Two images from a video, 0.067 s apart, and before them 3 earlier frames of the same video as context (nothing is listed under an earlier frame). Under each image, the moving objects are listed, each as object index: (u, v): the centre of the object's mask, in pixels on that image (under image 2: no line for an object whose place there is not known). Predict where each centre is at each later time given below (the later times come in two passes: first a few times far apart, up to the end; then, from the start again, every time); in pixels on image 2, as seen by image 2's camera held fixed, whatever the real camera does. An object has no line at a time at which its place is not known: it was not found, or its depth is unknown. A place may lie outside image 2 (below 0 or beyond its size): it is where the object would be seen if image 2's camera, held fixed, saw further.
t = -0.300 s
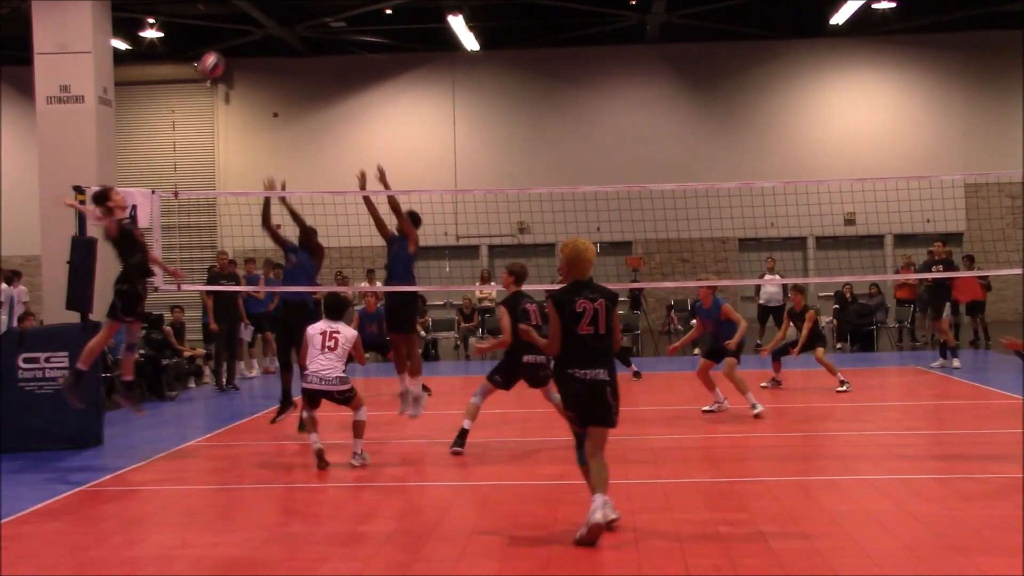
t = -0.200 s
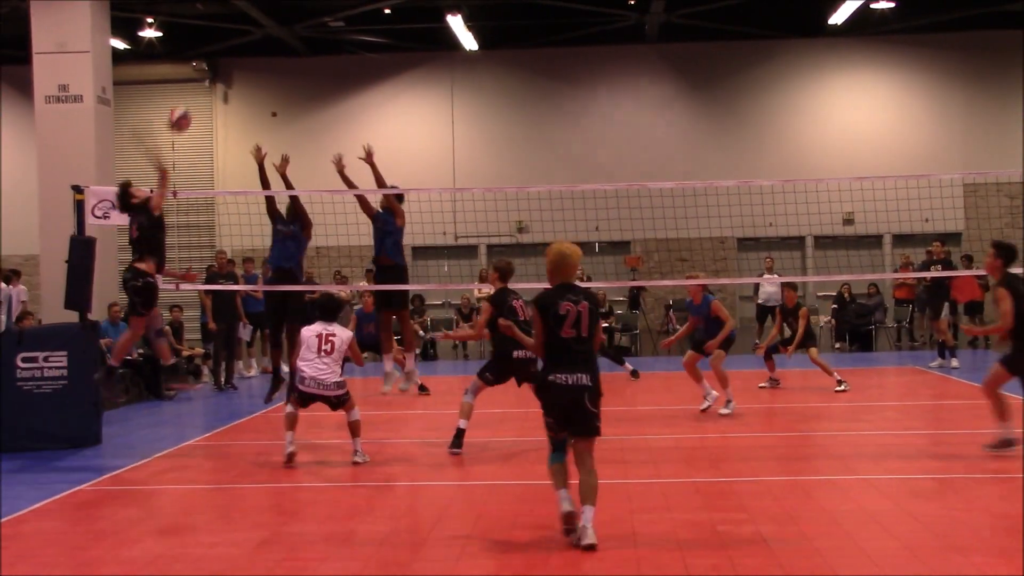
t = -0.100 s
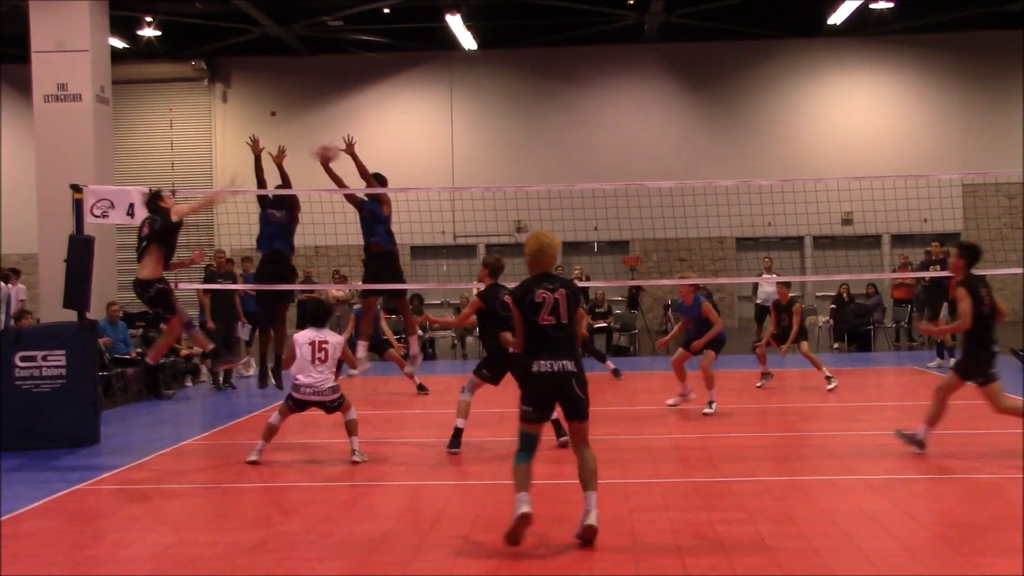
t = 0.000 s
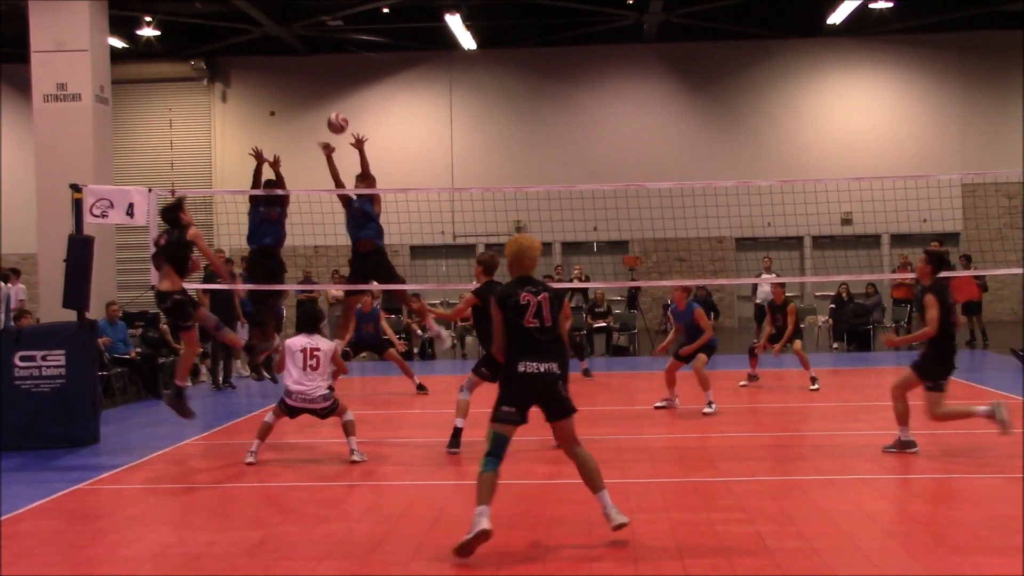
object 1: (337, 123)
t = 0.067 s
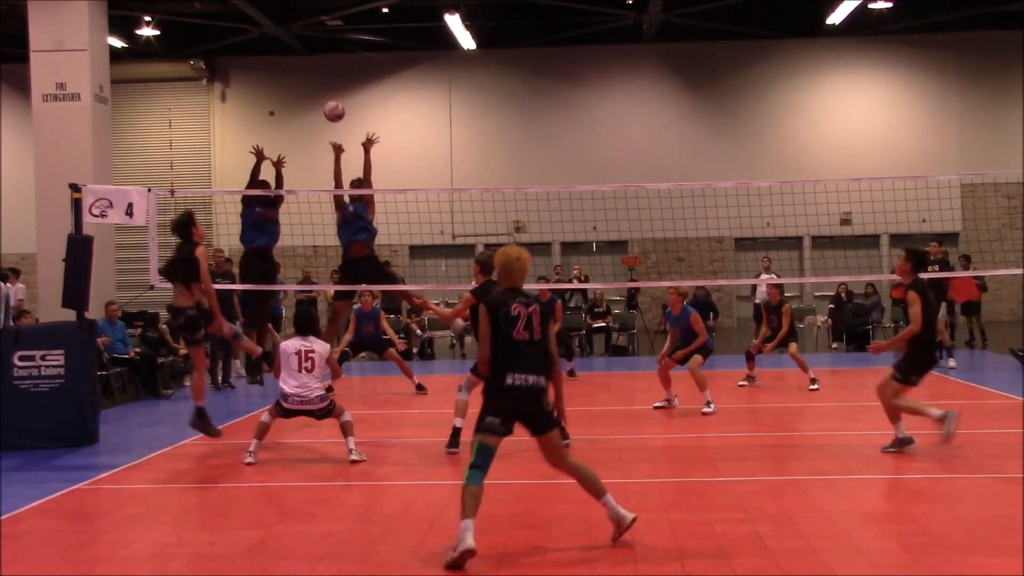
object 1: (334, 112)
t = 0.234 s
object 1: (326, 101)
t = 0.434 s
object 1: (318, 124)
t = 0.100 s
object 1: (332, 107)
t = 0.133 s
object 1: (331, 104)
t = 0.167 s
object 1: (329, 102)
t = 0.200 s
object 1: (327, 101)
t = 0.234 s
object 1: (326, 101)
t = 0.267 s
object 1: (325, 102)
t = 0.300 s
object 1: (324, 104)
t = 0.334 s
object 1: (322, 107)
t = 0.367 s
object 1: (320, 112)
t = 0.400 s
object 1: (319, 117)
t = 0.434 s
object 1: (318, 124)
